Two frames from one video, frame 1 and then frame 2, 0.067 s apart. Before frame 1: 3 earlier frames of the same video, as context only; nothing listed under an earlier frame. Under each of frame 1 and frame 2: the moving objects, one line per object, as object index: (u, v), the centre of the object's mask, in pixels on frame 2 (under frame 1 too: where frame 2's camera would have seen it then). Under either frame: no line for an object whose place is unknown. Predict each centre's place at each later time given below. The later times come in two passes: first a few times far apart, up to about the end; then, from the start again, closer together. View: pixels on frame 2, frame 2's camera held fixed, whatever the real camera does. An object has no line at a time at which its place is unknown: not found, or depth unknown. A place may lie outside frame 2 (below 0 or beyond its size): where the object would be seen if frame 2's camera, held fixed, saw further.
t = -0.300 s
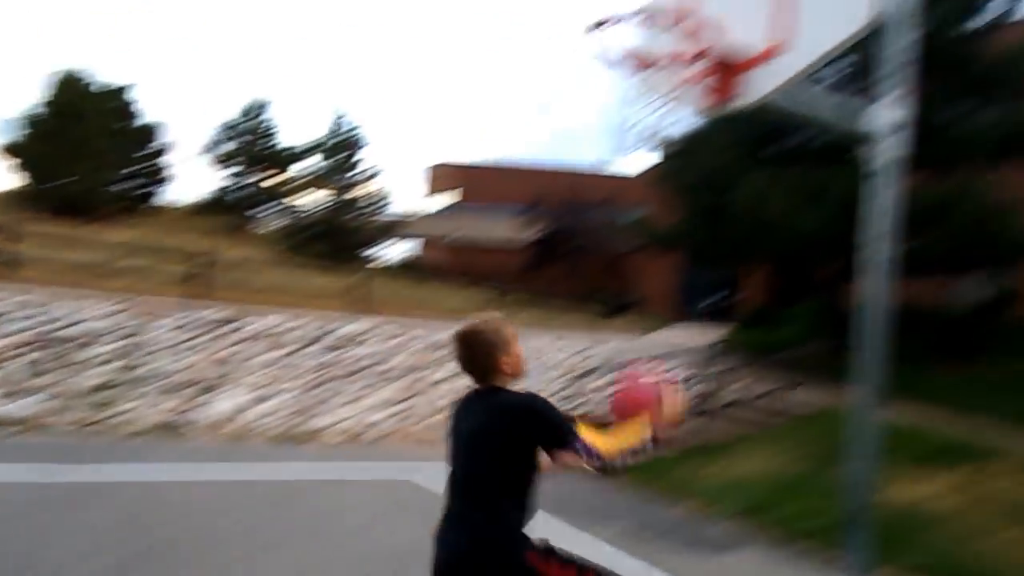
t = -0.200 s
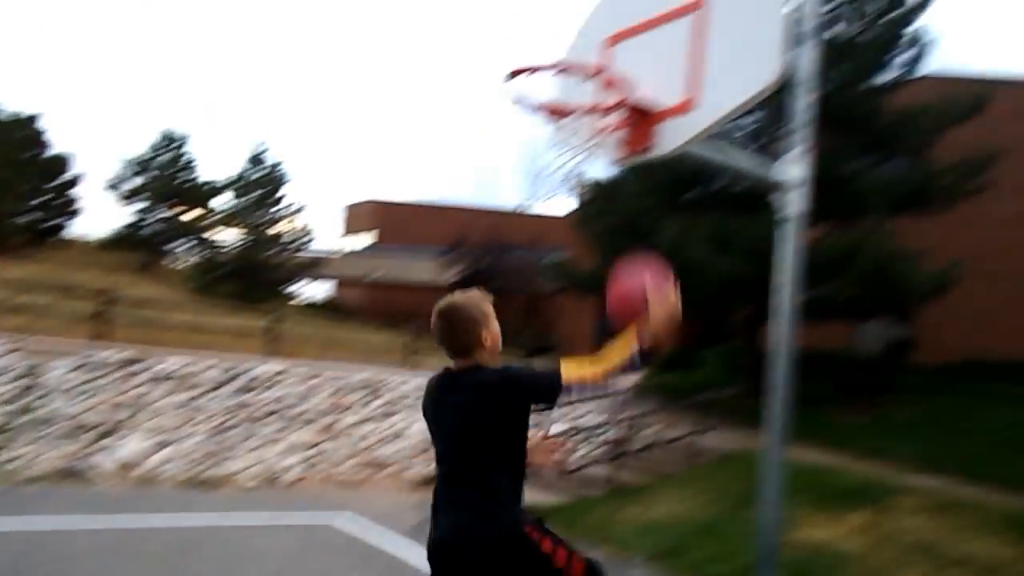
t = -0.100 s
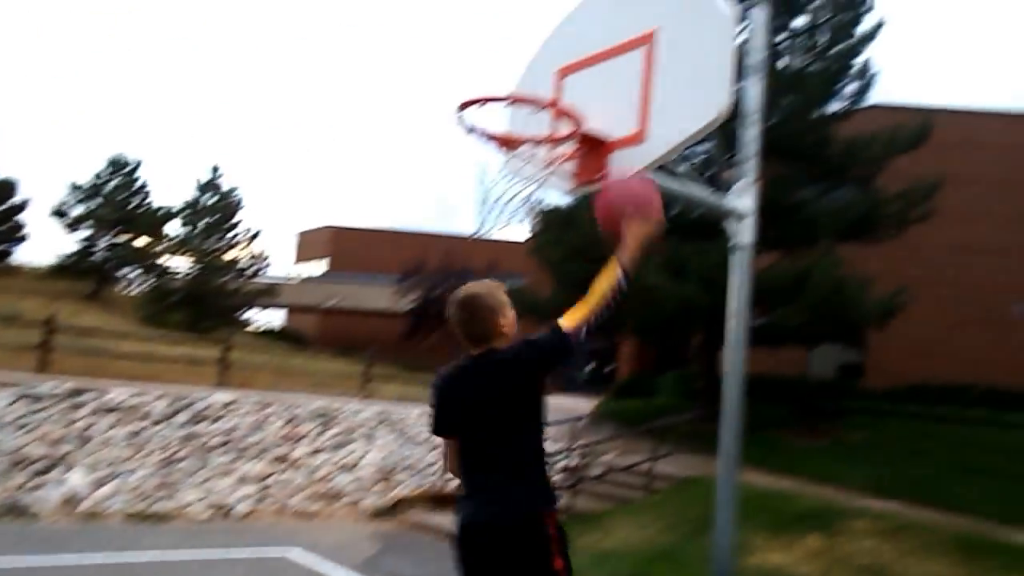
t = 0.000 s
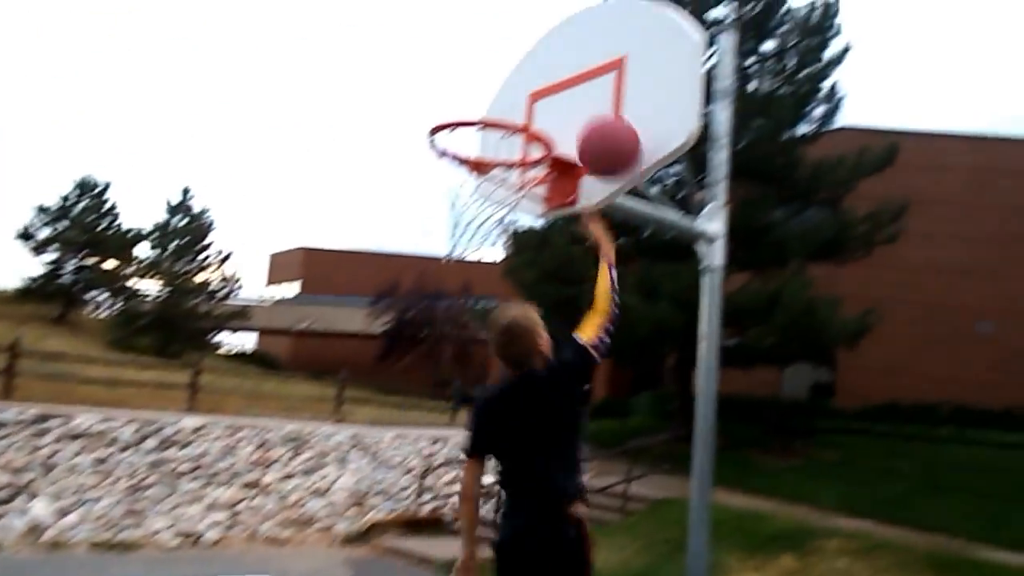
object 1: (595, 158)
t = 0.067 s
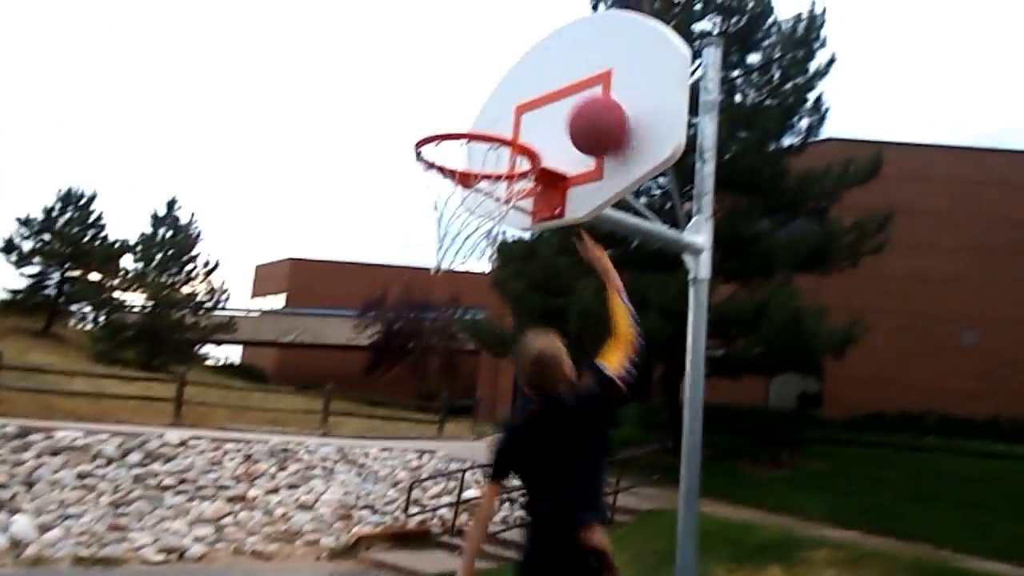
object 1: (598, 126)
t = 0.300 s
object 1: (538, 102)
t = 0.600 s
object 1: (486, 162)
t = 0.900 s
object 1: (451, 297)
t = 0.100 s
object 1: (590, 115)
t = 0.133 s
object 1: (582, 107)
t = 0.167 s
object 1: (574, 100)
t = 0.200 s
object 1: (565, 96)
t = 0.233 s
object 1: (557, 96)
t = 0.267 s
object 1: (548, 98)
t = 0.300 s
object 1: (538, 102)
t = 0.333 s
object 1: (528, 110)
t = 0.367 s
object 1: (519, 117)
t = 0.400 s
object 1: (515, 117)
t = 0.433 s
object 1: (511, 116)
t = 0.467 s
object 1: (507, 117)
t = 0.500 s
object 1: (501, 125)
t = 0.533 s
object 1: (497, 133)
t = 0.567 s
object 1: (491, 145)
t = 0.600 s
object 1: (486, 162)
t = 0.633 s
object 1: (482, 171)
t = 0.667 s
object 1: (477, 190)
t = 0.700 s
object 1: (470, 211)
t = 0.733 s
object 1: (466, 226)
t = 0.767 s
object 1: (461, 241)
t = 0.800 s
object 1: (458, 252)
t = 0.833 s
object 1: (454, 266)
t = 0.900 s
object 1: (451, 297)
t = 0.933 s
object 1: (447, 319)
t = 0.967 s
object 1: (442, 345)
